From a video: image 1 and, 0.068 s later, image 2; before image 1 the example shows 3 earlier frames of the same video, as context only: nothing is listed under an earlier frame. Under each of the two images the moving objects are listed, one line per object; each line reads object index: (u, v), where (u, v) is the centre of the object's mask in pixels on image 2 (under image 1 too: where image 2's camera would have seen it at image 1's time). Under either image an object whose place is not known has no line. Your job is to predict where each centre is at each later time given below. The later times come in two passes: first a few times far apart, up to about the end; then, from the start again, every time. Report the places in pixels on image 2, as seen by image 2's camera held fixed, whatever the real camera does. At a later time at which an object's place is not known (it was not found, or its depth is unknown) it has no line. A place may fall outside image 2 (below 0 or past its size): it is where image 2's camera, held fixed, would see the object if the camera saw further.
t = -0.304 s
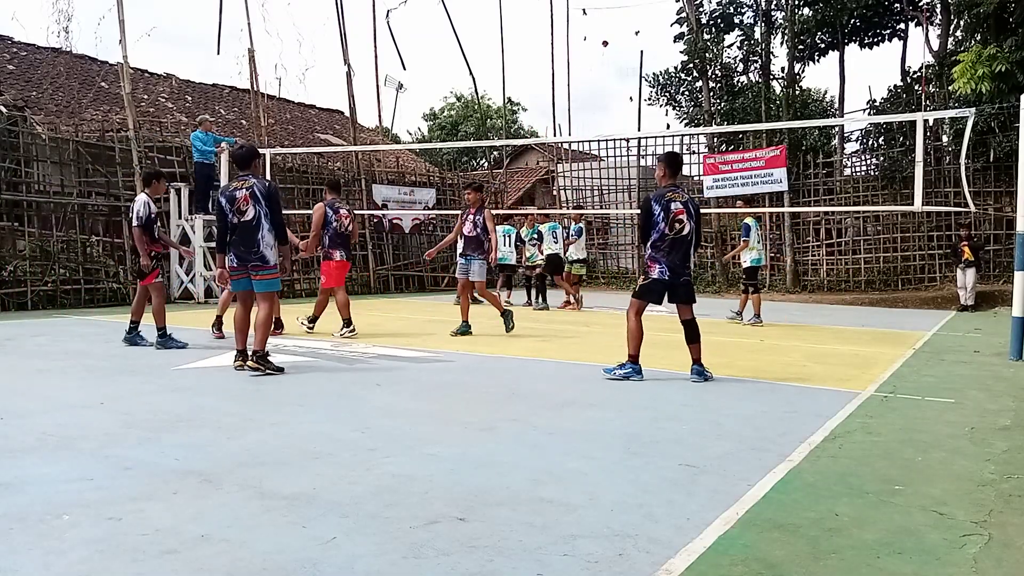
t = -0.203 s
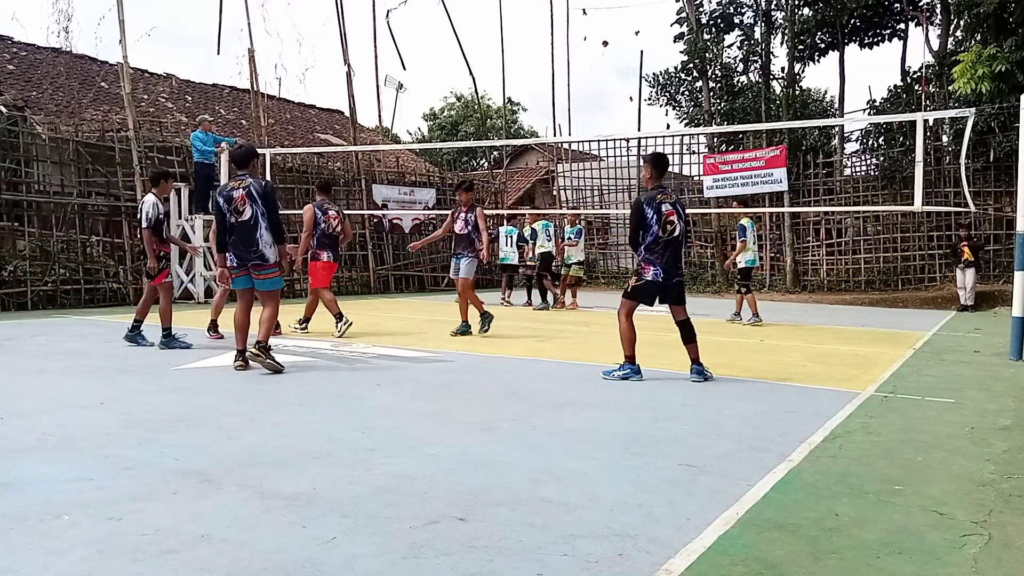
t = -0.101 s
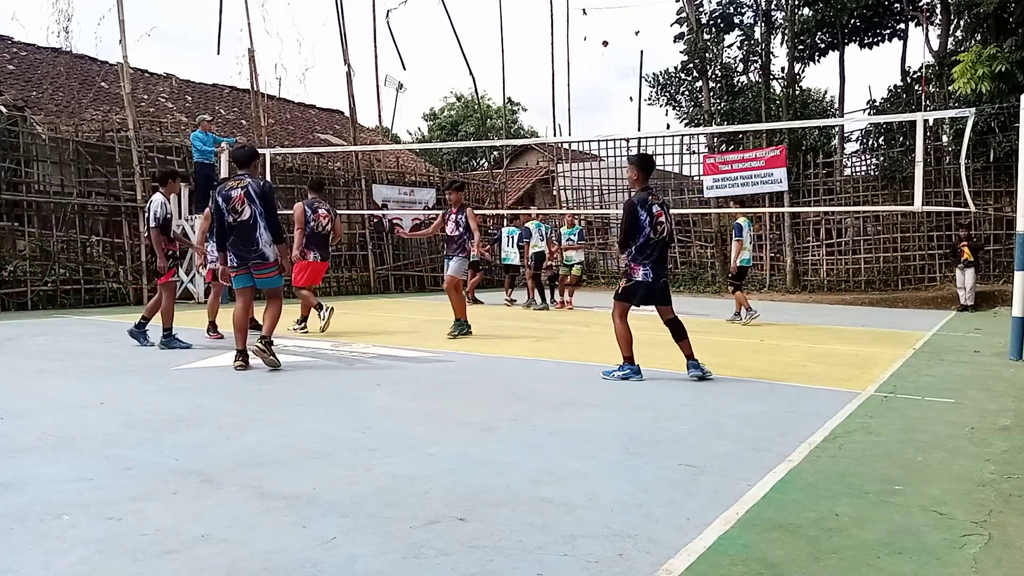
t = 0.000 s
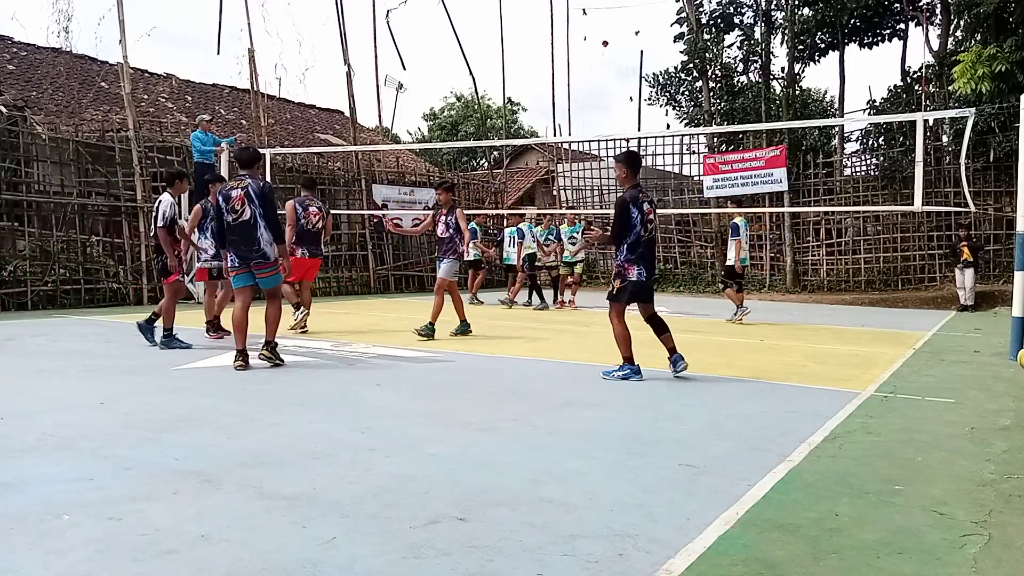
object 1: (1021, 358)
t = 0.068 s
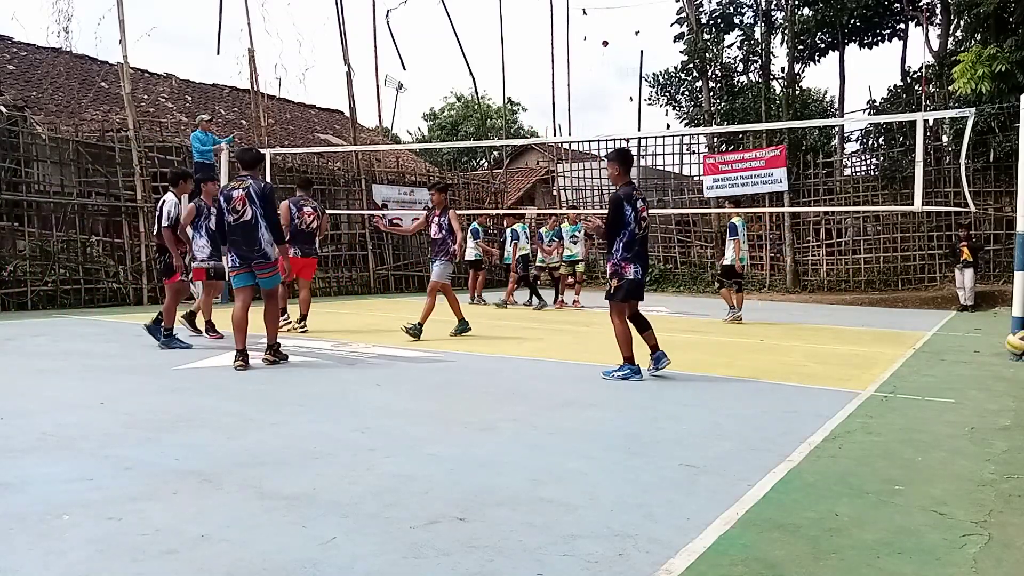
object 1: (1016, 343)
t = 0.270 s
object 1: (985, 331)
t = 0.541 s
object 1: (944, 338)
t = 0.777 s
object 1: (912, 333)
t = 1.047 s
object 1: (882, 327)
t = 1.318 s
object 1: (855, 331)
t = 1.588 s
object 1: (831, 333)
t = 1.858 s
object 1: (810, 328)
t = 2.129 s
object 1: (791, 326)
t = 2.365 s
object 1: (776, 322)
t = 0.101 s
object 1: (1012, 337)
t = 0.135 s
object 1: (1008, 334)
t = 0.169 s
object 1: (1003, 331)
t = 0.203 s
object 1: (997, 330)
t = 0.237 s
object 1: (991, 330)
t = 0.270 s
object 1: (985, 331)
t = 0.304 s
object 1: (979, 334)
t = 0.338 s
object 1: (974, 338)
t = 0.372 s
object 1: (968, 344)
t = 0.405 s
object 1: (963, 350)
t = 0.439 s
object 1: (957, 358)
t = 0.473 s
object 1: (952, 351)
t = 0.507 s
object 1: (948, 344)
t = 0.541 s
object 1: (944, 338)
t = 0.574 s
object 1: (939, 334)
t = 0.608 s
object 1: (934, 331)
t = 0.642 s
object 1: (930, 329)
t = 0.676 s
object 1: (925, 328)
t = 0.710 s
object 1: (921, 328)
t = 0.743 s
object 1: (917, 330)
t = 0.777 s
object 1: (912, 333)
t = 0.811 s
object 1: (908, 337)
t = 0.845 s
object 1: (903, 342)
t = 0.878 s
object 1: (899, 347)
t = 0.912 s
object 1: (896, 340)
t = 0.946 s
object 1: (893, 335)
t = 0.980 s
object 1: (889, 331)
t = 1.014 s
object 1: (885, 328)
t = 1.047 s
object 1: (882, 327)
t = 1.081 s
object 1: (878, 326)
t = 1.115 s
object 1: (875, 327)
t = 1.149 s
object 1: (871, 328)
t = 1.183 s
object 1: (868, 331)
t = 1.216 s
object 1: (864, 335)
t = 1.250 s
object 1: (861, 339)
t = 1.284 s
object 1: (858, 335)
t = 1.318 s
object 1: (855, 331)
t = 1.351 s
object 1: (852, 328)
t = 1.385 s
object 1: (849, 325)
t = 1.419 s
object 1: (846, 324)
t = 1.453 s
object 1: (843, 324)
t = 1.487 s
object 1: (840, 325)
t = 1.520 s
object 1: (837, 327)
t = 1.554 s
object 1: (835, 330)
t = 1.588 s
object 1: (831, 333)
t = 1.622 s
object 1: (829, 329)
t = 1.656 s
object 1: (826, 326)
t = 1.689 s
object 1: (824, 324)
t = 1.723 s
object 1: (821, 323)
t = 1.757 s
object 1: (818, 323)
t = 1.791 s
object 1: (816, 324)
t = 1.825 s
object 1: (813, 325)
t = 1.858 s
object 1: (810, 328)
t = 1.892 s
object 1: (808, 328)
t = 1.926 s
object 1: (806, 325)
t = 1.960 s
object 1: (803, 323)
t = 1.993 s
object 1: (801, 322)
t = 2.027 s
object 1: (798, 322)
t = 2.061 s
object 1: (796, 323)
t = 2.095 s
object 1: (793, 324)
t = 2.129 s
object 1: (791, 326)
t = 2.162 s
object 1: (789, 323)
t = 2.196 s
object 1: (786, 321)
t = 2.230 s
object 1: (784, 320)
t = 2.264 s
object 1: (782, 320)
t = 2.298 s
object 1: (780, 321)
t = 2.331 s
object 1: (778, 322)
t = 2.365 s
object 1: (776, 322)
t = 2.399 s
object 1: (774, 320)
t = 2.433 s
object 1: (772, 319)
